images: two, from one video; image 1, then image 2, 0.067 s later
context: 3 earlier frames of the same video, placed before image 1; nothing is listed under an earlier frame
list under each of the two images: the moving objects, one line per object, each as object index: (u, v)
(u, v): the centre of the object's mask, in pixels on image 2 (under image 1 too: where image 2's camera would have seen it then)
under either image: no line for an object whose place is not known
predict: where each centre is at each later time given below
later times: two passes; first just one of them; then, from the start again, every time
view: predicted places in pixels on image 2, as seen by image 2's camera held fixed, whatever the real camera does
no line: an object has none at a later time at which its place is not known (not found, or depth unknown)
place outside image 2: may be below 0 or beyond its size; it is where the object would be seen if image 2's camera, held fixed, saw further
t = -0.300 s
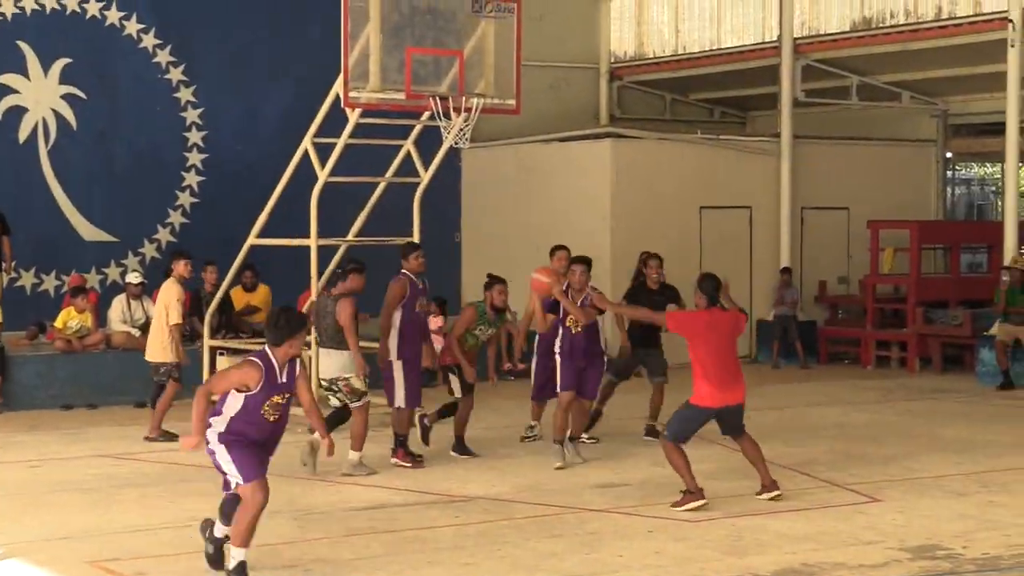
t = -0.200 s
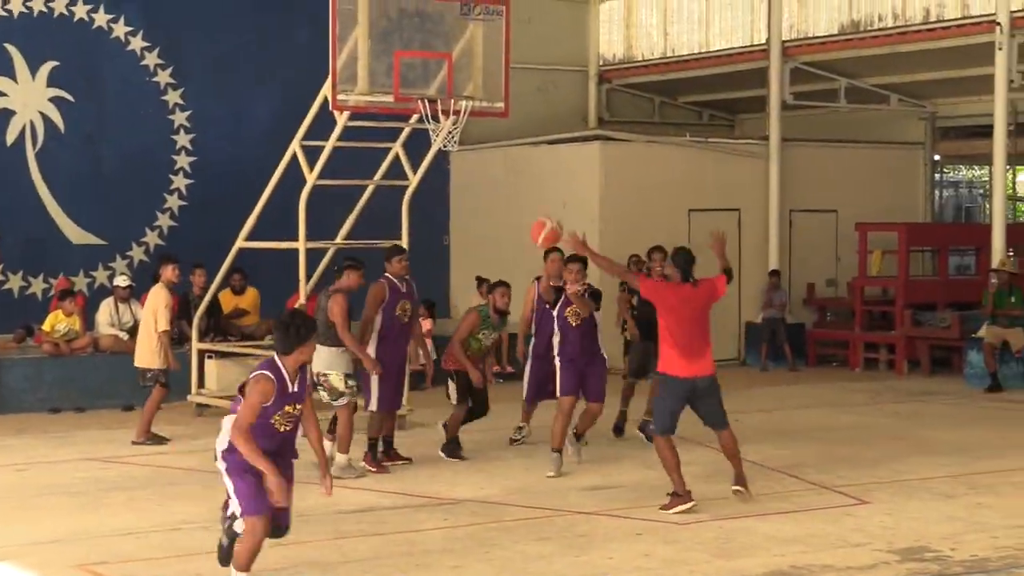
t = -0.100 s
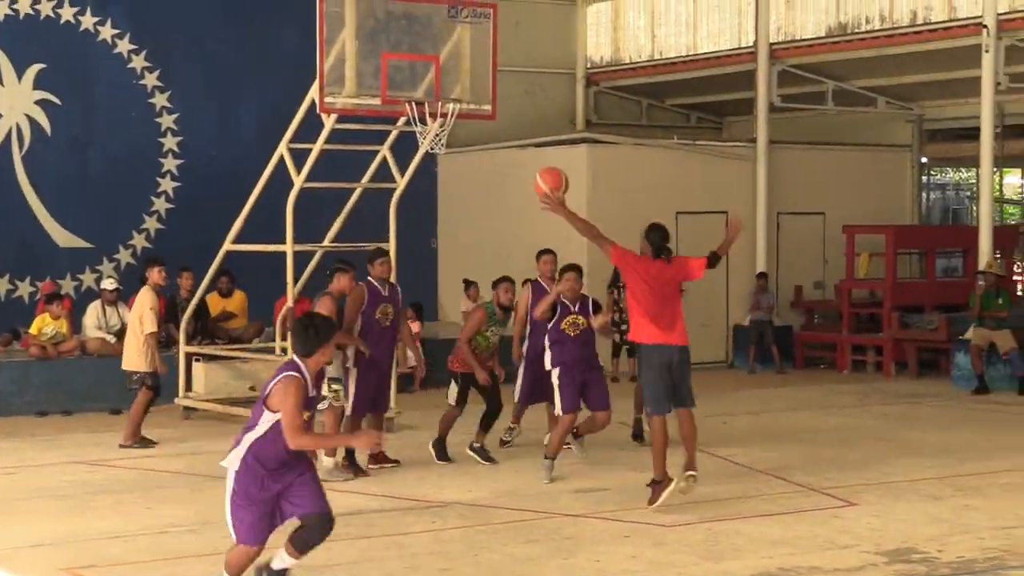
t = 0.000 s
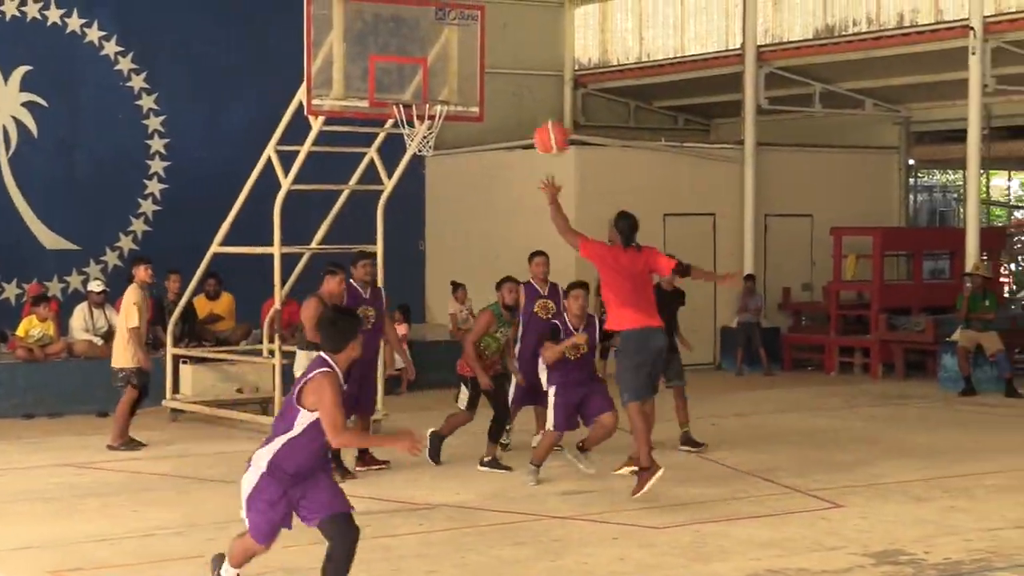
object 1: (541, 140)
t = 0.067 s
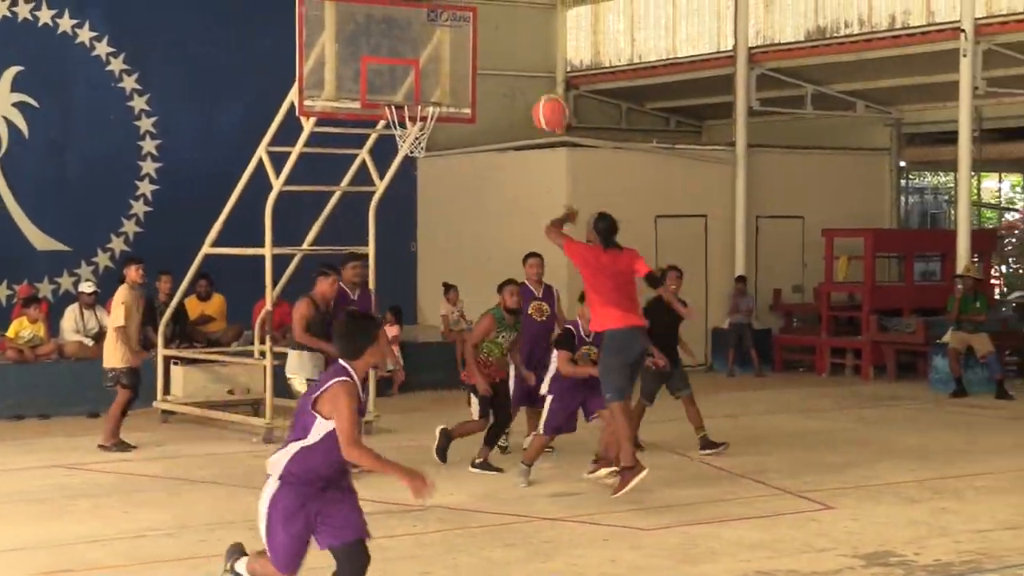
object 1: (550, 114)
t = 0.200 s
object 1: (567, 75)
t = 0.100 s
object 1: (555, 102)
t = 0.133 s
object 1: (559, 92)
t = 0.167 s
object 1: (563, 82)
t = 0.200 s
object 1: (567, 75)
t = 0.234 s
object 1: (572, 70)
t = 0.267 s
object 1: (575, 67)
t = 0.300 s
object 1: (579, 64)
